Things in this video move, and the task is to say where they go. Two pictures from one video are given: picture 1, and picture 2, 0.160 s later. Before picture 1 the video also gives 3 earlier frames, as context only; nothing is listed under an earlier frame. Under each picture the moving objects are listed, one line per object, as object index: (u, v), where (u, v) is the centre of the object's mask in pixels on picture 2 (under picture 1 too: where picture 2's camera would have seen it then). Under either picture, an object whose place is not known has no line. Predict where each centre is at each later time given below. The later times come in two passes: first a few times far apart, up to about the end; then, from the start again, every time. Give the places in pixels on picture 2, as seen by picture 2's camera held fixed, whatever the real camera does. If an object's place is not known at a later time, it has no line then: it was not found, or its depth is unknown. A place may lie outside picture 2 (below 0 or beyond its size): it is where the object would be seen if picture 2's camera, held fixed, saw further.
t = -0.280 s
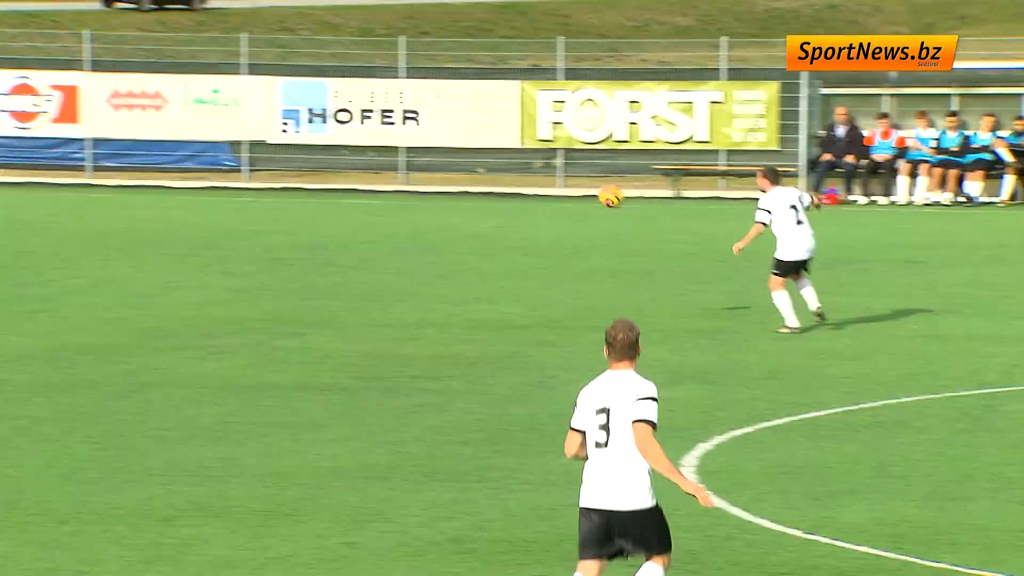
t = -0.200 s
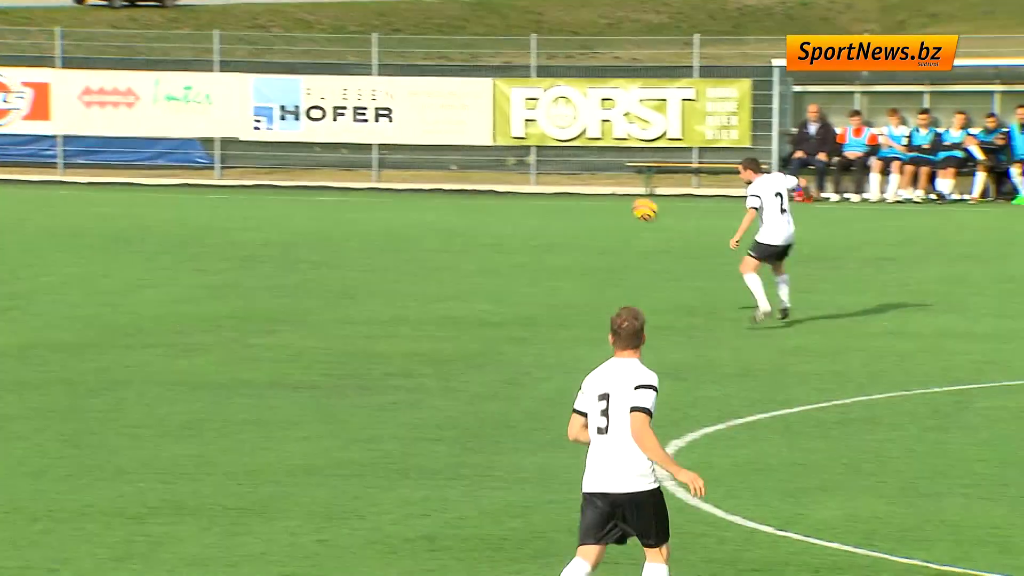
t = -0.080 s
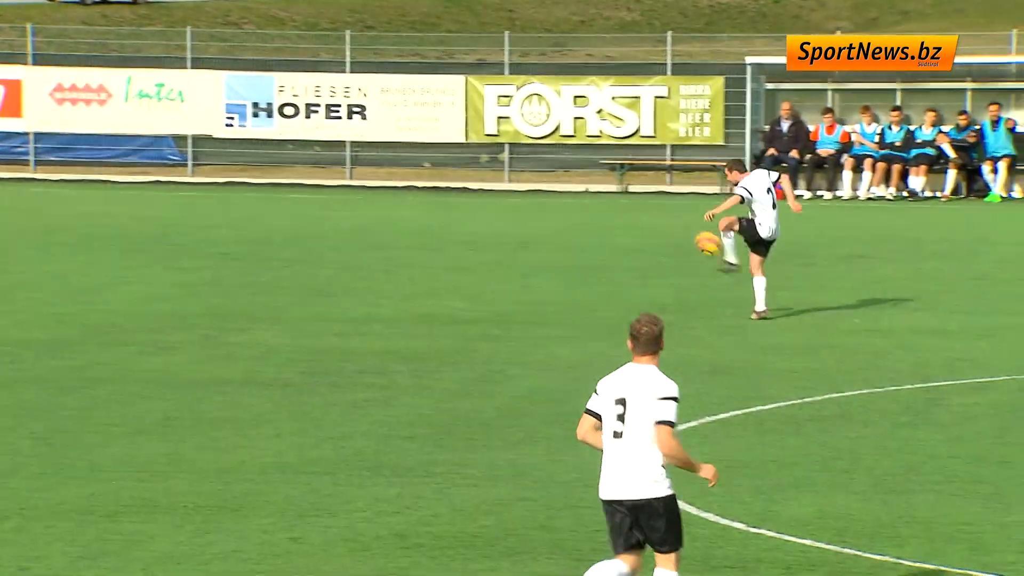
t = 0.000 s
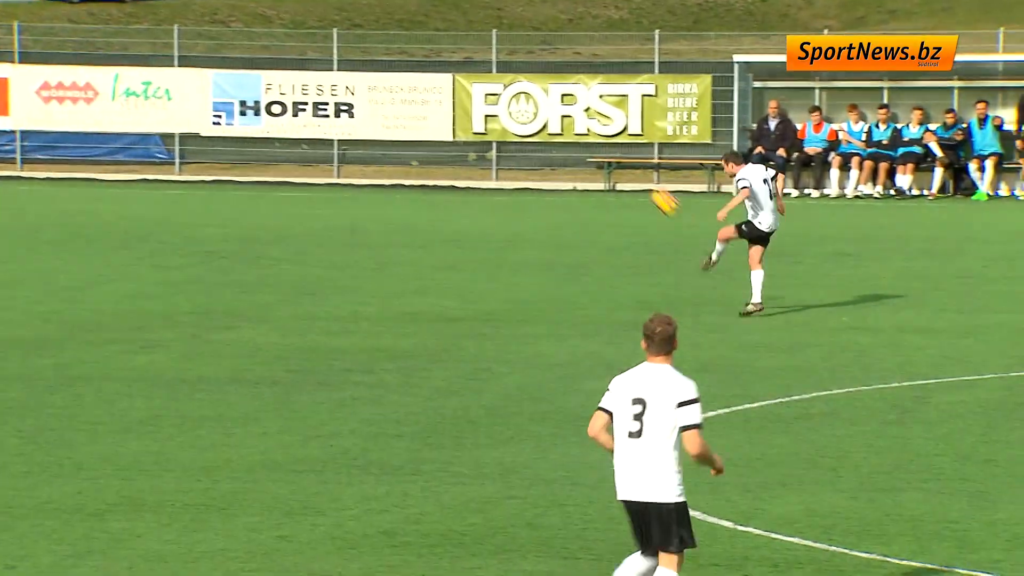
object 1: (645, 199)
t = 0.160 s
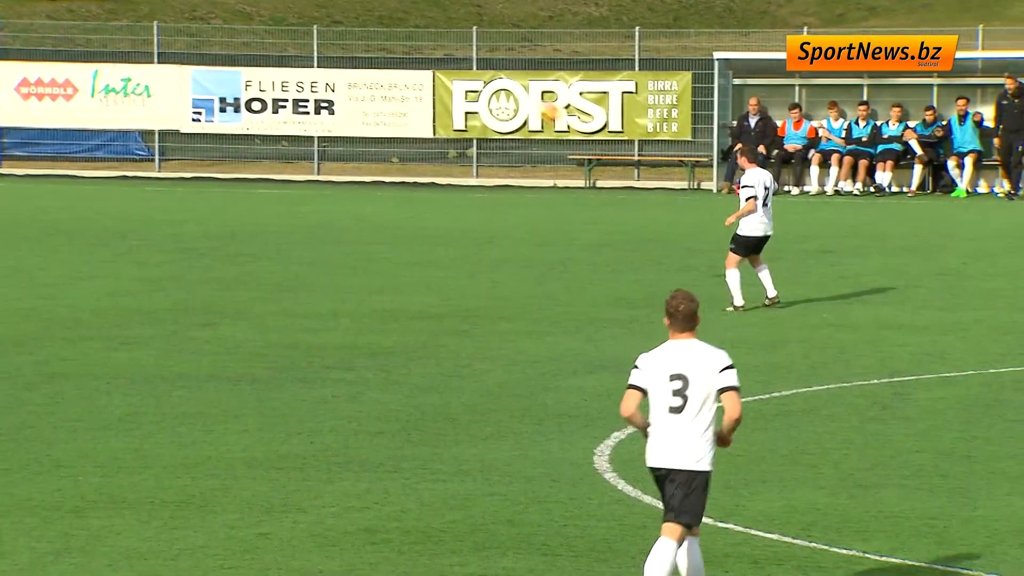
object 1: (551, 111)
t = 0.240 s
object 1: (502, 79)
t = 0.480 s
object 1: (377, 23)
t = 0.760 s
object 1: (249, 25)
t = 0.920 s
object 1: (181, 53)
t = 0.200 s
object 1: (526, 96)
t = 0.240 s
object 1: (502, 79)
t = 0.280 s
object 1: (480, 66)
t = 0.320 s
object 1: (459, 54)
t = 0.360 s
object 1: (437, 44)
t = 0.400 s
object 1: (417, 35)
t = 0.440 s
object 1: (396, 28)
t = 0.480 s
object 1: (377, 23)
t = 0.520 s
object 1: (358, 19)
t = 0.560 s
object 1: (338, 17)
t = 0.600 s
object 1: (320, 16)
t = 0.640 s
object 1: (302, 16)
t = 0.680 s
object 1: (284, 18)
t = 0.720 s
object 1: (267, 21)
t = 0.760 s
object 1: (249, 25)
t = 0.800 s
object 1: (232, 30)
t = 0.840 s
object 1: (215, 36)
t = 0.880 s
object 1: (198, 44)
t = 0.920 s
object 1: (181, 53)
